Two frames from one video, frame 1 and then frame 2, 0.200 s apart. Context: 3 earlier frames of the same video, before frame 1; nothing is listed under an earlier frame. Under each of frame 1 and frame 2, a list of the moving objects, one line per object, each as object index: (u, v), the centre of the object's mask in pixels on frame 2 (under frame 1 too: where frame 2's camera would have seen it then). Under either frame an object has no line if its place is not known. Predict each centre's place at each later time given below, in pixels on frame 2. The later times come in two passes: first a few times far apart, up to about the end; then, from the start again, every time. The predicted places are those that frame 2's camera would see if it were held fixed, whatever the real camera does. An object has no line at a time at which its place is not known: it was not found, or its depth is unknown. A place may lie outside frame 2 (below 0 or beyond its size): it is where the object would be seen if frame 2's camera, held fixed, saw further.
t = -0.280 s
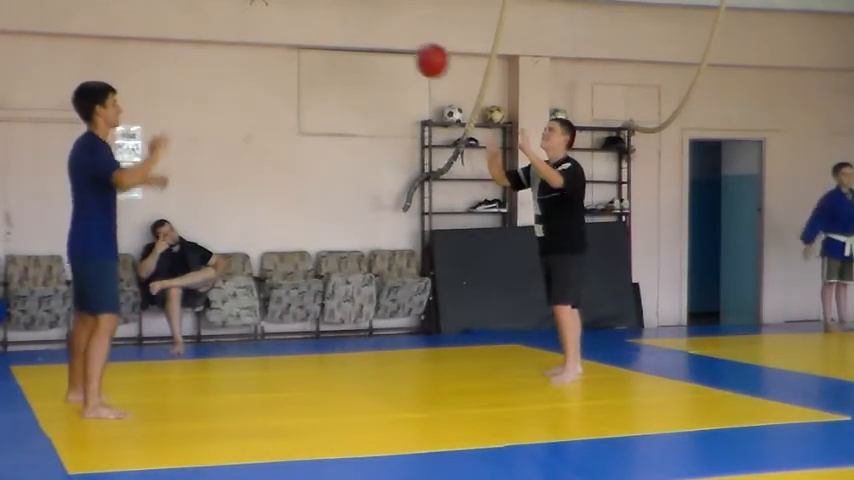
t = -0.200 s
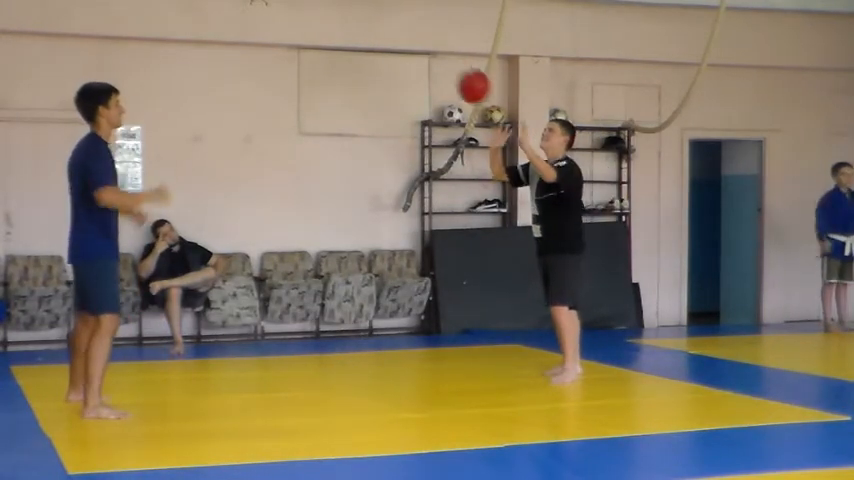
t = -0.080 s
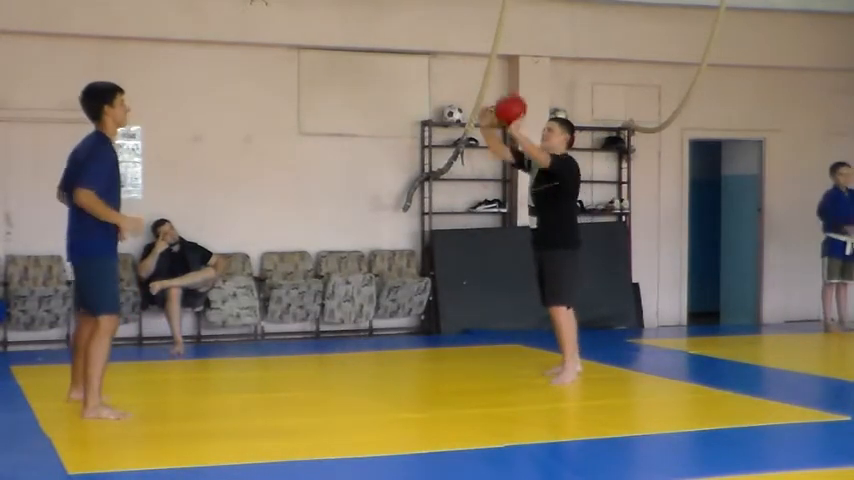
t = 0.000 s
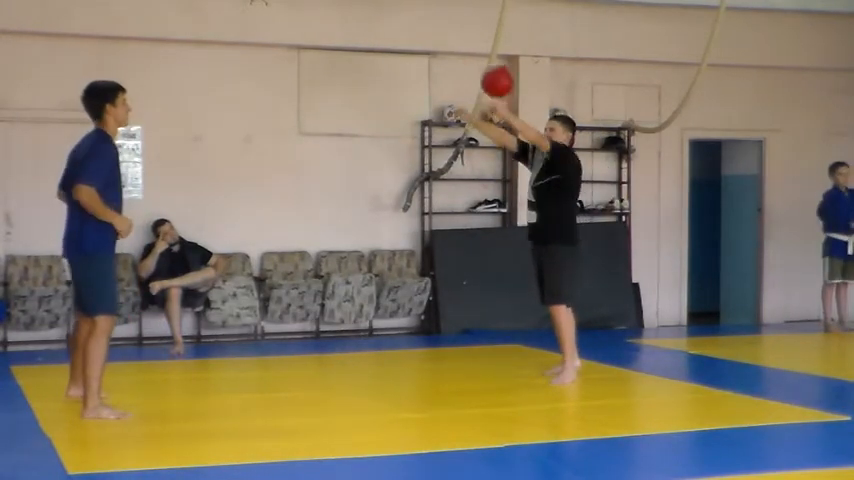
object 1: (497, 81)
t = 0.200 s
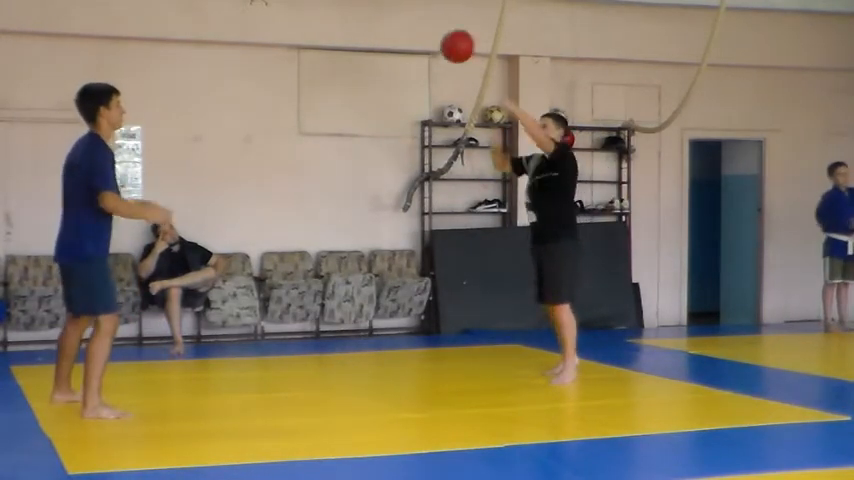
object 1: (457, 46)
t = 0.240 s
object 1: (449, 46)
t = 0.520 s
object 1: (386, 126)
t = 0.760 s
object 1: (328, 316)
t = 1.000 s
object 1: (313, 322)
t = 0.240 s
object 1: (449, 46)
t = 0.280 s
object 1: (440, 50)
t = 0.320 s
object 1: (431, 55)
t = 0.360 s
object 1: (423, 63)
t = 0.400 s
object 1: (414, 75)
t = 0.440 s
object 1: (405, 89)
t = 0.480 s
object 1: (395, 106)
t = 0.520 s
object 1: (386, 126)
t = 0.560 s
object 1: (377, 149)
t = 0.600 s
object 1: (367, 176)
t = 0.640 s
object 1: (358, 205)
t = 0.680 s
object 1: (348, 239)
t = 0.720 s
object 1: (338, 276)
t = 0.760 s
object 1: (328, 316)
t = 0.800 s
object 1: (318, 357)
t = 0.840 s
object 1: (308, 397)
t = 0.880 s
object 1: (309, 377)
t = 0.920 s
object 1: (311, 354)
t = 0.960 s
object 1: (312, 337)
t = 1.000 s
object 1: (313, 322)
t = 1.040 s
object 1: (315, 309)
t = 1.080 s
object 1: (316, 298)
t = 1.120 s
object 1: (316, 291)
